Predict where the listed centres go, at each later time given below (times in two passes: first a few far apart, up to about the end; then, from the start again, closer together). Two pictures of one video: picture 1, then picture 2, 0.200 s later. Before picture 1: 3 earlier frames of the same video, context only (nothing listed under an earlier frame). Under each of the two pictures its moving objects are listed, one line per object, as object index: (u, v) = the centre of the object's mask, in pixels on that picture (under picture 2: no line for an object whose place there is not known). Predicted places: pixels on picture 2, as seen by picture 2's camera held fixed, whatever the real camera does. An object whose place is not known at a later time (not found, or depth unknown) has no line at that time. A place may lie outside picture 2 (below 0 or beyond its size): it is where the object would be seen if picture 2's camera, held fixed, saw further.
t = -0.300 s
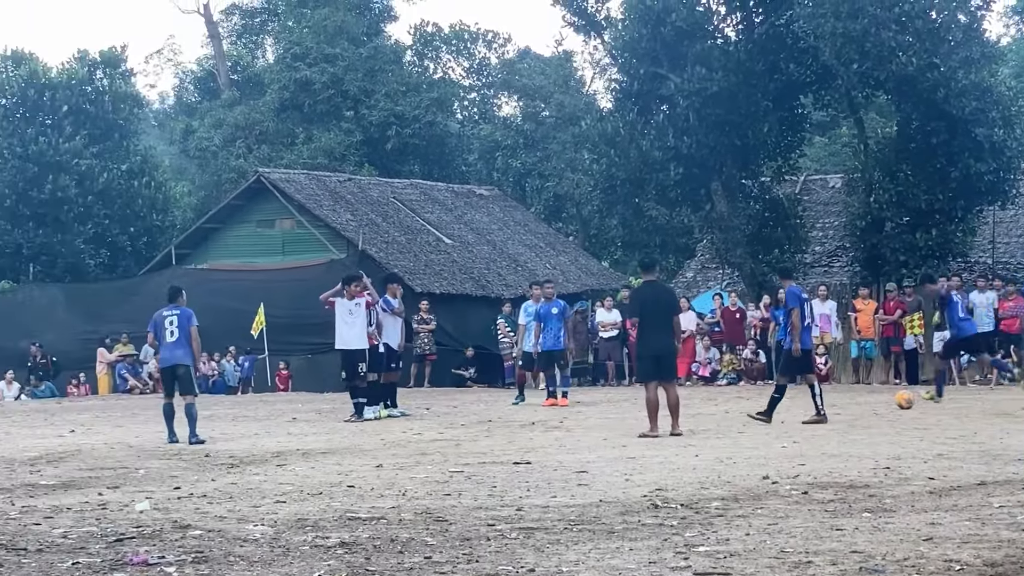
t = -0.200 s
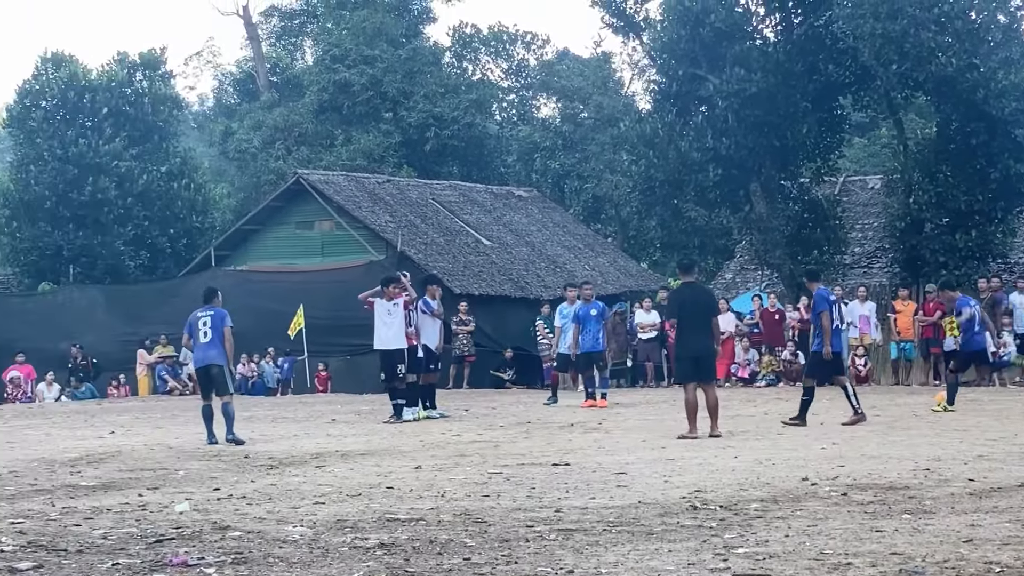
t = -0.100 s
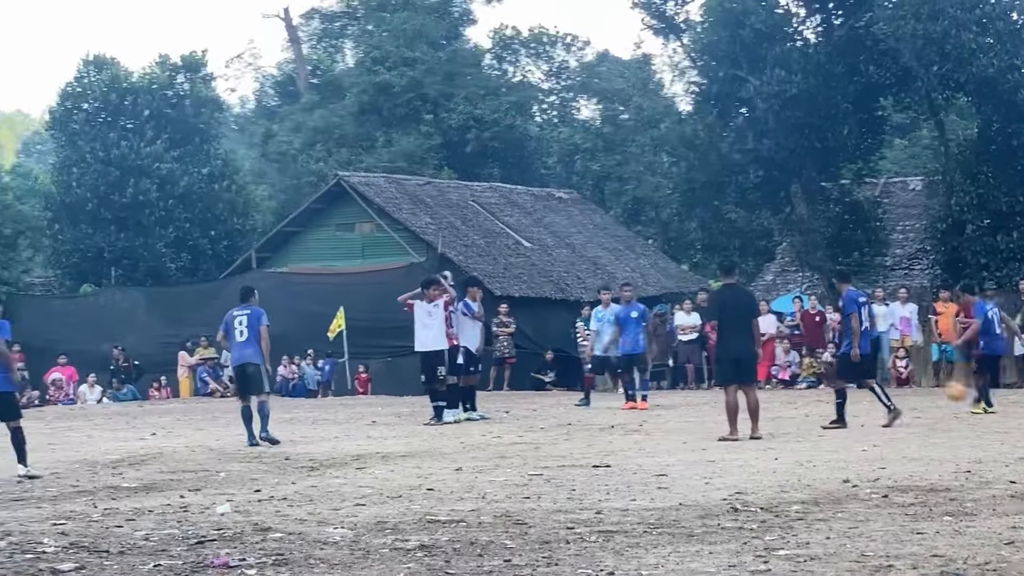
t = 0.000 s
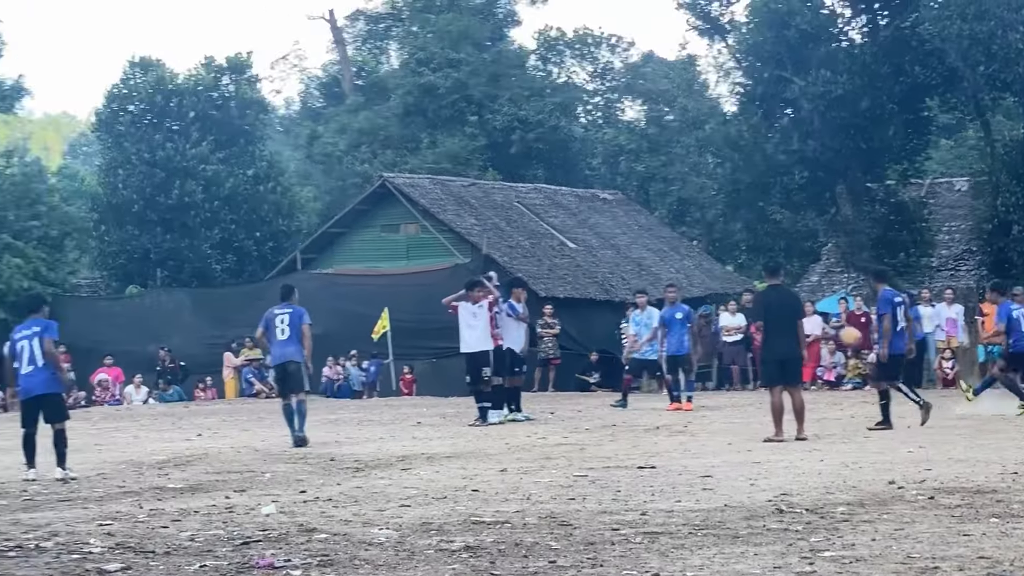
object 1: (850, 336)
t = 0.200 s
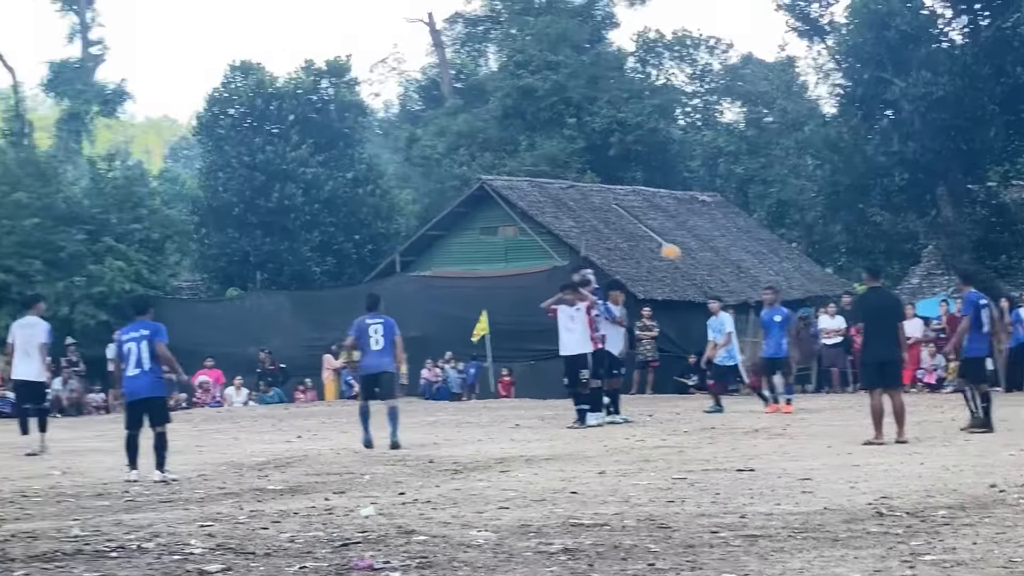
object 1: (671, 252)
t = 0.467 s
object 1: (339, 185)
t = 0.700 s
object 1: (72, 165)
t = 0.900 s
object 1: (-152, 177)
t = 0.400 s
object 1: (418, 198)
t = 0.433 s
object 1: (378, 191)
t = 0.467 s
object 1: (339, 185)
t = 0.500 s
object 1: (300, 180)
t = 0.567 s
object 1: (225, 172)
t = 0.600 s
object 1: (186, 169)
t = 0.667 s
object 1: (109, 165)
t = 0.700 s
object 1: (72, 165)
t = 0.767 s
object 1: (-1, 166)
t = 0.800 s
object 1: (-39, 167)
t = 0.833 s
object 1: (-76, 169)
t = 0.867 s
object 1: (-114, 173)
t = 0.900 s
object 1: (-152, 177)
